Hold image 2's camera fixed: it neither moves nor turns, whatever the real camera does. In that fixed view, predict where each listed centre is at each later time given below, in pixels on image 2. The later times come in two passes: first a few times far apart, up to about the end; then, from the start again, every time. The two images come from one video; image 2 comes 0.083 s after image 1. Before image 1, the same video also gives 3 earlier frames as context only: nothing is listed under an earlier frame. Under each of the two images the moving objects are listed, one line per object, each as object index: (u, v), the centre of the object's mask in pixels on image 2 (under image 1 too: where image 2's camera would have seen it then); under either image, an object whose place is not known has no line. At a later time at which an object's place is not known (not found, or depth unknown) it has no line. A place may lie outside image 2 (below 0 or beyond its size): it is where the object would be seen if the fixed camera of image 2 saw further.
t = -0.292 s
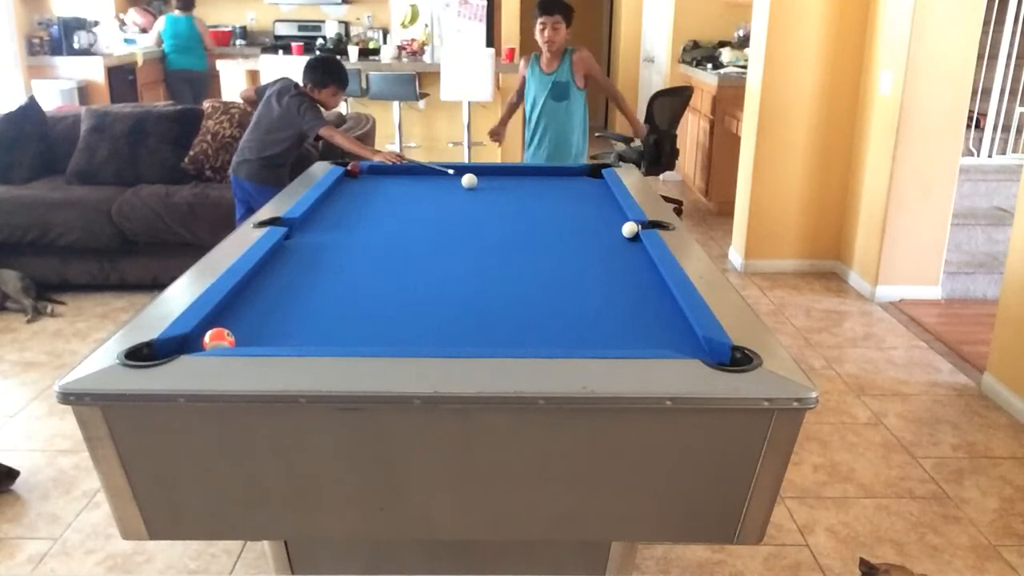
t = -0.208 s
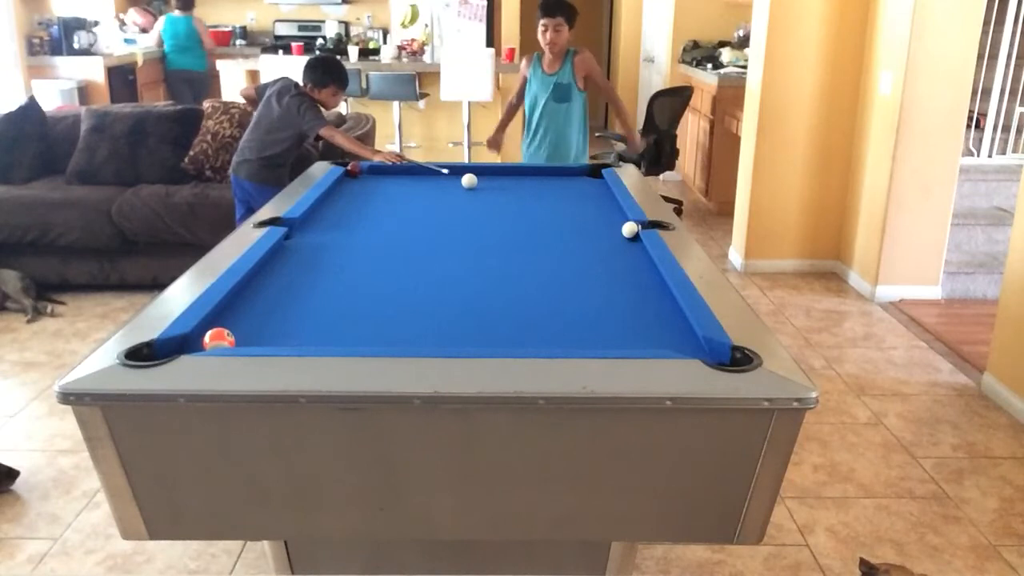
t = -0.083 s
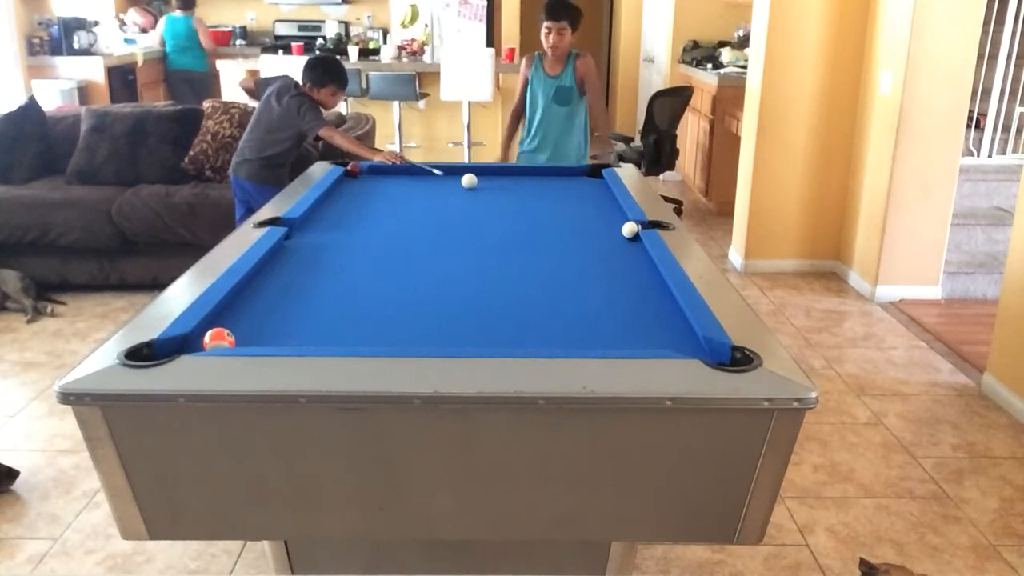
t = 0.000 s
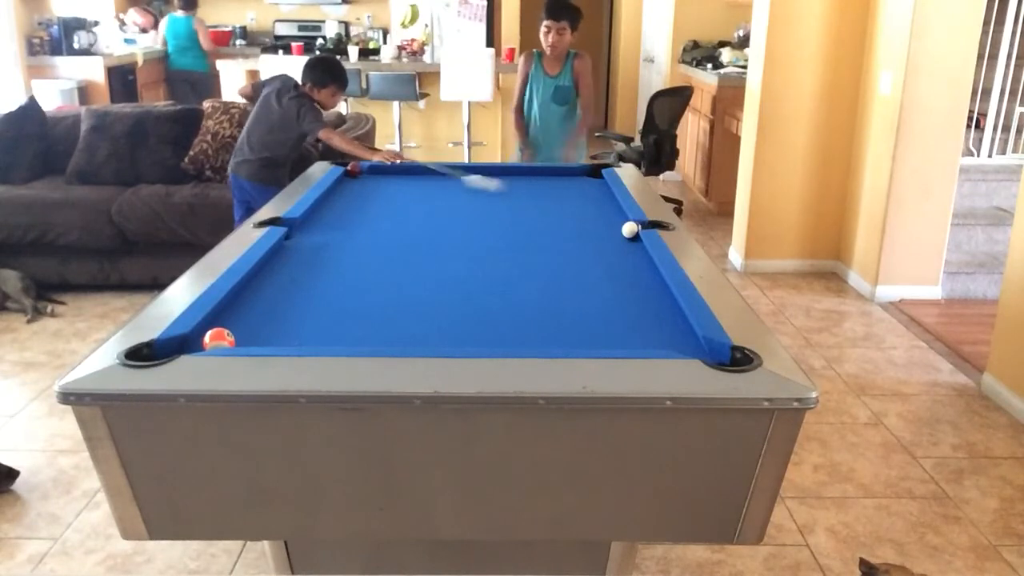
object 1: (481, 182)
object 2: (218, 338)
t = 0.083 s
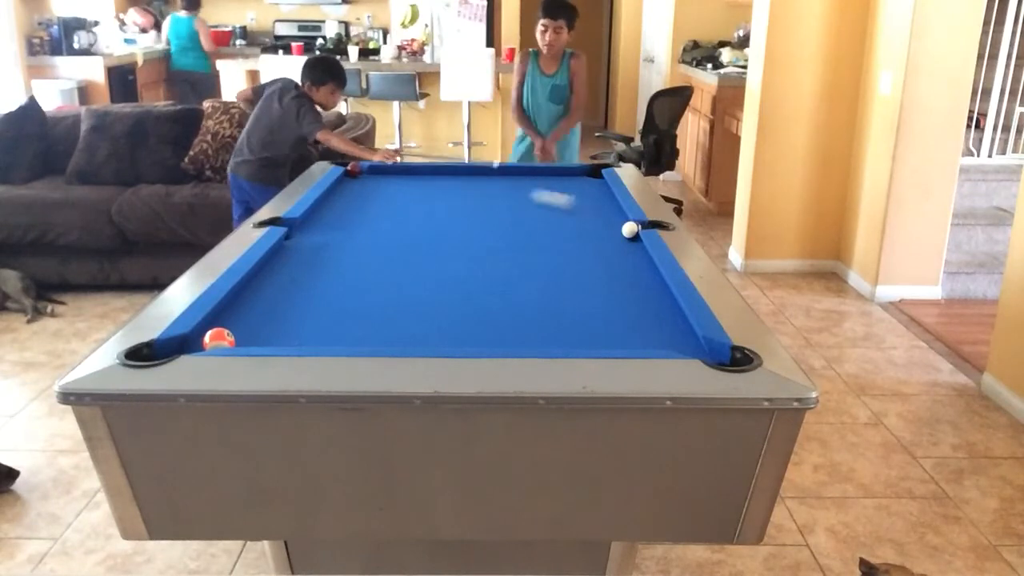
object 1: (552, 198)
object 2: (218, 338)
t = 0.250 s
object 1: (572, 227)
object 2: (218, 338)
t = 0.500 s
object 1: (443, 266)
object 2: (218, 338)
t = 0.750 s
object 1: (283, 314)
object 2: (218, 338)
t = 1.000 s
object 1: (272, 331)
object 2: (189, 345)
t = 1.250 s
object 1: (343, 335)
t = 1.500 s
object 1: (408, 339)
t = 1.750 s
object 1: (471, 342)
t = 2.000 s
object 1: (529, 343)
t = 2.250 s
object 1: (578, 342)
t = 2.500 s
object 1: (621, 341)
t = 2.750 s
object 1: (660, 340)
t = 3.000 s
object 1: (682, 340)
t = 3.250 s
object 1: (666, 339)
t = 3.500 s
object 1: (653, 338)
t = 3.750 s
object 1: (643, 337)
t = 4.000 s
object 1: (636, 337)
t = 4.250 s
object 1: (633, 337)
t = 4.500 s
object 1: (631, 337)
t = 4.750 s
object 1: (631, 337)
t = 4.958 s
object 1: (631, 337)
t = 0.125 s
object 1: (590, 206)
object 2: (218, 338)
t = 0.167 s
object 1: (611, 214)
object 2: (218, 338)
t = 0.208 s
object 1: (592, 221)
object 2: (218, 338)
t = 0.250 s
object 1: (572, 227)
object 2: (218, 338)
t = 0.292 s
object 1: (550, 233)
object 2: (218, 338)
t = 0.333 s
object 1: (529, 239)
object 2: (218, 338)
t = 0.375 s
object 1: (508, 246)
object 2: (218, 338)
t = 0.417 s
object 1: (486, 252)
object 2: (218, 338)
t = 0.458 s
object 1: (465, 259)
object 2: (218, 338)
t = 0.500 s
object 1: (443, 266)
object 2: (218, 338)
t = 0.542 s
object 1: (420, 272)
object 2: (218, 338)
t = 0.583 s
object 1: (395, 279)
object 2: (218, 338)
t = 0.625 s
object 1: (370, 287)
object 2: (218, 338)
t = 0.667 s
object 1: (343, 296)
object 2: (218, 338)
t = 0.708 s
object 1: (314, 305)
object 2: (218, 338)
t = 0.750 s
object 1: (283, 314)
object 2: (218, 338)
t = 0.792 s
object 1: (252, 323)
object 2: (218, 338)
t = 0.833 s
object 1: (221, 327)
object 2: (216, 341)
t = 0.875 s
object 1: (220, 329)
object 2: (201, 343)
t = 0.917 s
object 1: (237, 331)
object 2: (189, 343)
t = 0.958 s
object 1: (256, 331)
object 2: (186, 344)
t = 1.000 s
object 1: (272, 331)
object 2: (189, 345)
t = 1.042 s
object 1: (287, 332)
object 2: (190, 347)
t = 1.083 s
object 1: (299, 332)
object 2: (188, 349)
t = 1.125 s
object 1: (311, 332)
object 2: (182, 351)
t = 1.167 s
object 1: (322, 333)
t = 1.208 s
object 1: (333, 334)
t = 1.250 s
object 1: (343, 335)
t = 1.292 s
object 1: (355, 336)
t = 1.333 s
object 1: (365, 336)
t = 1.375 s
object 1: (376, 337)
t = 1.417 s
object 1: (387, 338)
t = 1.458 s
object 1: (398, 338)
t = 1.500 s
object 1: (408, 339)
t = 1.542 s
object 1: (419, 339)
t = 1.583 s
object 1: (430, 340)
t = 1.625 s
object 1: (441, 341)
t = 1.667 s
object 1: (451, 341)
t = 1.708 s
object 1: (461, 342)
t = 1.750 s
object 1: (471, 342)
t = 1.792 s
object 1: (481, 343)
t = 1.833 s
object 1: (492, 343)
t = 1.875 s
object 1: (502, 343)
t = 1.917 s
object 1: (512, 344)
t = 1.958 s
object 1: (521, 344)
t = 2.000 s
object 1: (529, 343)
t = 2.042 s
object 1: (538, 343)
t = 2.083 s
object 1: (546, 343)
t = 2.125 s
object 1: (554, 343)
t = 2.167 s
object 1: (562, 343)
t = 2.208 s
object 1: (570, 342)
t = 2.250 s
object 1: (578, 342)
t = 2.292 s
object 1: (586, 342)
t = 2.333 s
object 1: (593, 342)
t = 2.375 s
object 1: (600, 342)
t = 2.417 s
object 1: (607, 342)
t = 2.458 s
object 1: (614, 341)
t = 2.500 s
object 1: (621, 341)
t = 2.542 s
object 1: (628, 341)
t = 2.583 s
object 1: (635, 341)
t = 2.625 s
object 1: (641, 341)
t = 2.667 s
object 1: (647, 340)
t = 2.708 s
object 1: (654, 340)
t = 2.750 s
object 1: (660, 340)
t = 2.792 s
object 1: (666, 340)
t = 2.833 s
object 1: (672, 340)
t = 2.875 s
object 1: (678, 340)
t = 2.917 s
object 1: (683, 340)
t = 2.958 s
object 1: (685, 340)
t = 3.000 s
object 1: (682, 340)
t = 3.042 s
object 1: (679, 339)
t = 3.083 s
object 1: (676, 339)
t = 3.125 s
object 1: (673, 339)
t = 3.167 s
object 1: (671, 339)
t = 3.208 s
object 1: (668, 339)
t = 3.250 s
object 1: (666, 339)
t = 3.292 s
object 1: (663, 338)
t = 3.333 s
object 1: (661, 338)
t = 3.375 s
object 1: (659, 338)
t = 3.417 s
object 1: (656, 338)
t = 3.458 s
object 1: (655, 338)
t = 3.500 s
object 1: (653, 338)
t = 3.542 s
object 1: (651, 337)
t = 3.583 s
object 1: (649, 337)
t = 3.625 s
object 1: (648, 337)
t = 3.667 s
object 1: (646, 337)
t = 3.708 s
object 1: (644, 337)
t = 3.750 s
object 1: (643, 337)
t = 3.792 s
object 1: (641, 337)
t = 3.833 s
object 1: (640, 337)
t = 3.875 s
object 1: (639, 337)
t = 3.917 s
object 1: (638, 337)
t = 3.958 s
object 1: (637, 337)
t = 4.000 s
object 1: (636, 337)
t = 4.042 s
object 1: (636, 337)
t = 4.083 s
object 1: (635, 337)
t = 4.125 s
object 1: (634, 337)
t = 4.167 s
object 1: (634, 337)
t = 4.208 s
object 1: (633, 337)
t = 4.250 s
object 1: (633, 337)
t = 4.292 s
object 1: (632, 337)
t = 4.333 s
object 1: (632, 337)
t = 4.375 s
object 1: (632, 337)
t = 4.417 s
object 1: (632, 337)
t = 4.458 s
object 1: (631, 337)
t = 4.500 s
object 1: (631, 337)
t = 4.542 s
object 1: (631, 337)
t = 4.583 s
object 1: (631, 337)
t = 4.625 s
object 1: (632, 337)
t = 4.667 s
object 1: (632, 337)
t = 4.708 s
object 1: (631, 337)
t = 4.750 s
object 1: (631, 337)
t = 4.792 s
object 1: (631, 337)
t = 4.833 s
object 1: (631, 337)
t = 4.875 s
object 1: (632, 337)
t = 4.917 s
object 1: (631, 337)
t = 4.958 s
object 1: (631, 337)
